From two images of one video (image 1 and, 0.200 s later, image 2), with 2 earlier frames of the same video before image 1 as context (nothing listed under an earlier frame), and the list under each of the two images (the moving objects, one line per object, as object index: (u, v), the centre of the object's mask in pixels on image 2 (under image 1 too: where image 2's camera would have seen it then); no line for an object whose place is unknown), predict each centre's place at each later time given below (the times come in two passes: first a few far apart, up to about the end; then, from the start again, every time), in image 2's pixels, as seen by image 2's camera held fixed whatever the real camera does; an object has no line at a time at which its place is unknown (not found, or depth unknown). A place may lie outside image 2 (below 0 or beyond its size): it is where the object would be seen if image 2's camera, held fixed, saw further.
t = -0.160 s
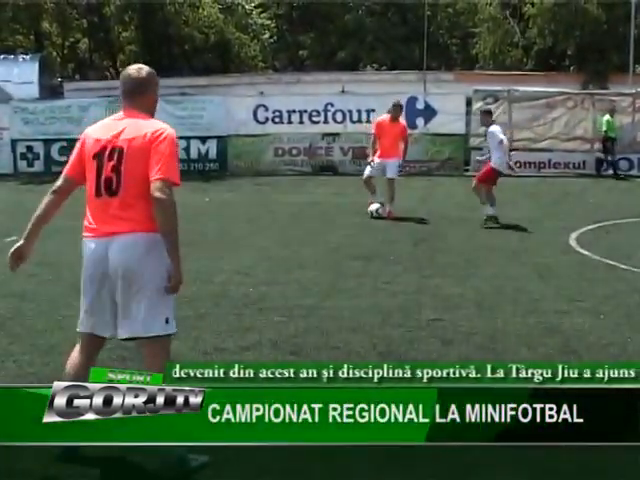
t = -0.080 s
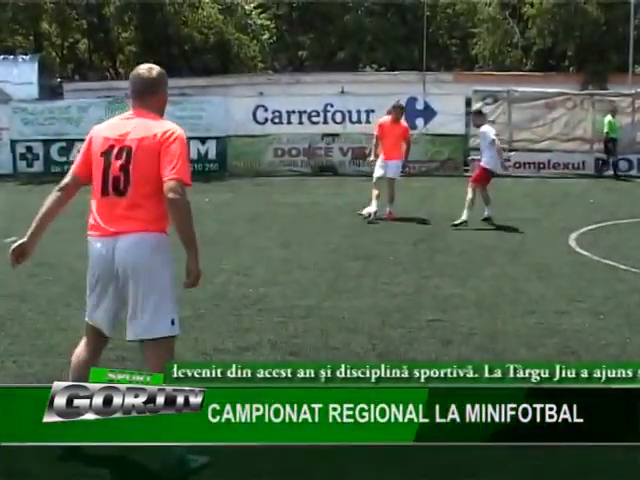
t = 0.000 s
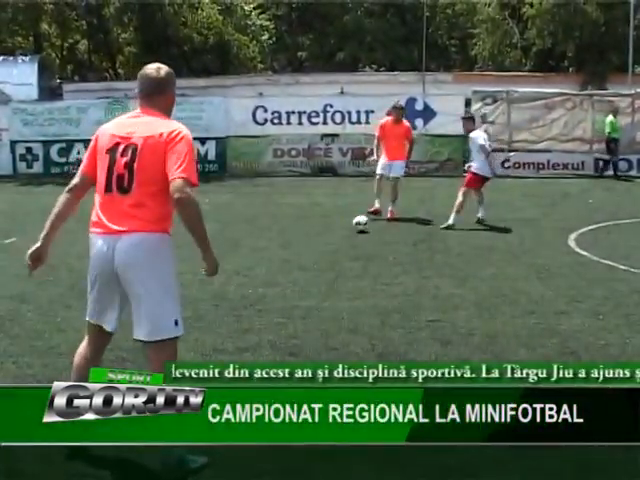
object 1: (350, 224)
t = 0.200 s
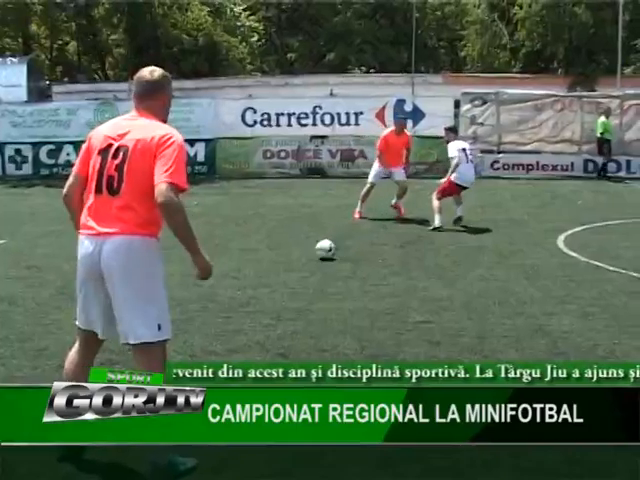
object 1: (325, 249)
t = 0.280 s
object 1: (314, 260)
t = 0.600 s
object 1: (271, 308)
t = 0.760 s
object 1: (247, 336)
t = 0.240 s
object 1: (319, 254)
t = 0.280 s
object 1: (314, 260)
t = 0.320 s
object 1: (309, 266)
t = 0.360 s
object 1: (304, 272)
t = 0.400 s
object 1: (298, 279)
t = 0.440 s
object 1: (293, 284)
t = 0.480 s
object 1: (289, 287)
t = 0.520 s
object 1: (283, 292)
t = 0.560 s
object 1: (277, 298)
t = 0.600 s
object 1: (271, 308)
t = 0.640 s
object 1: (265, 316)
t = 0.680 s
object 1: (259, 320)
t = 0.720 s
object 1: (252, 324)
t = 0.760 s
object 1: (247, 336)
